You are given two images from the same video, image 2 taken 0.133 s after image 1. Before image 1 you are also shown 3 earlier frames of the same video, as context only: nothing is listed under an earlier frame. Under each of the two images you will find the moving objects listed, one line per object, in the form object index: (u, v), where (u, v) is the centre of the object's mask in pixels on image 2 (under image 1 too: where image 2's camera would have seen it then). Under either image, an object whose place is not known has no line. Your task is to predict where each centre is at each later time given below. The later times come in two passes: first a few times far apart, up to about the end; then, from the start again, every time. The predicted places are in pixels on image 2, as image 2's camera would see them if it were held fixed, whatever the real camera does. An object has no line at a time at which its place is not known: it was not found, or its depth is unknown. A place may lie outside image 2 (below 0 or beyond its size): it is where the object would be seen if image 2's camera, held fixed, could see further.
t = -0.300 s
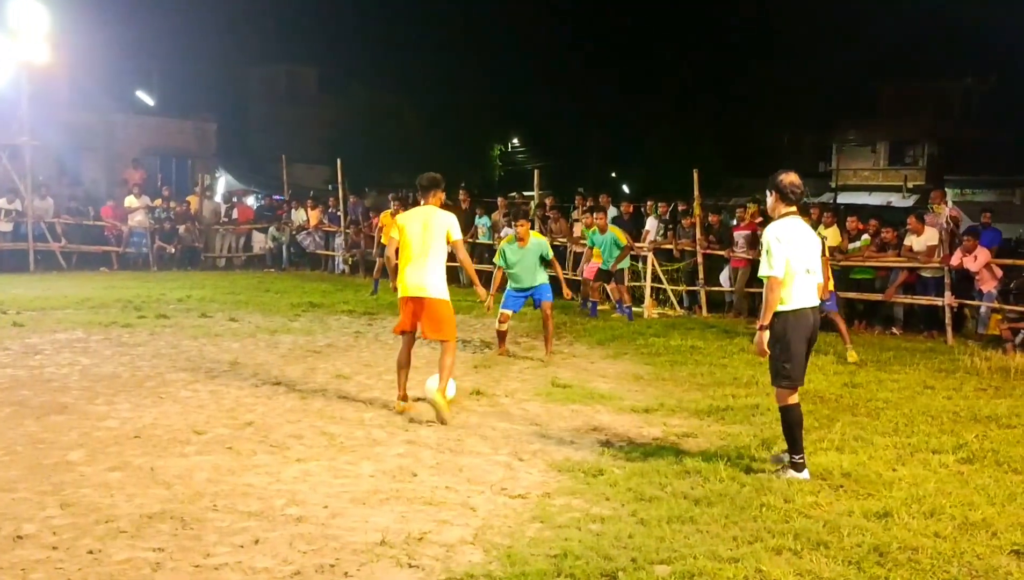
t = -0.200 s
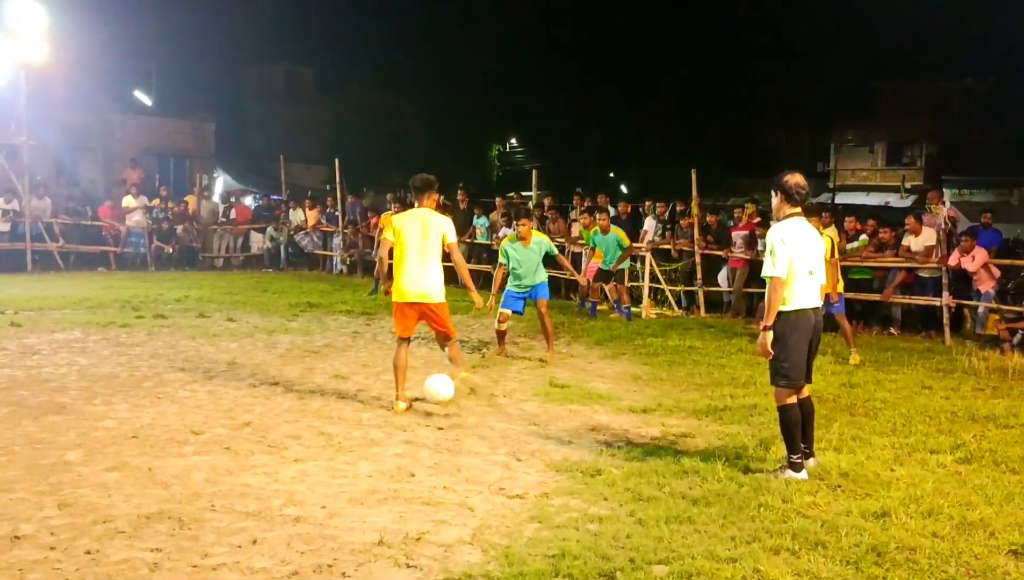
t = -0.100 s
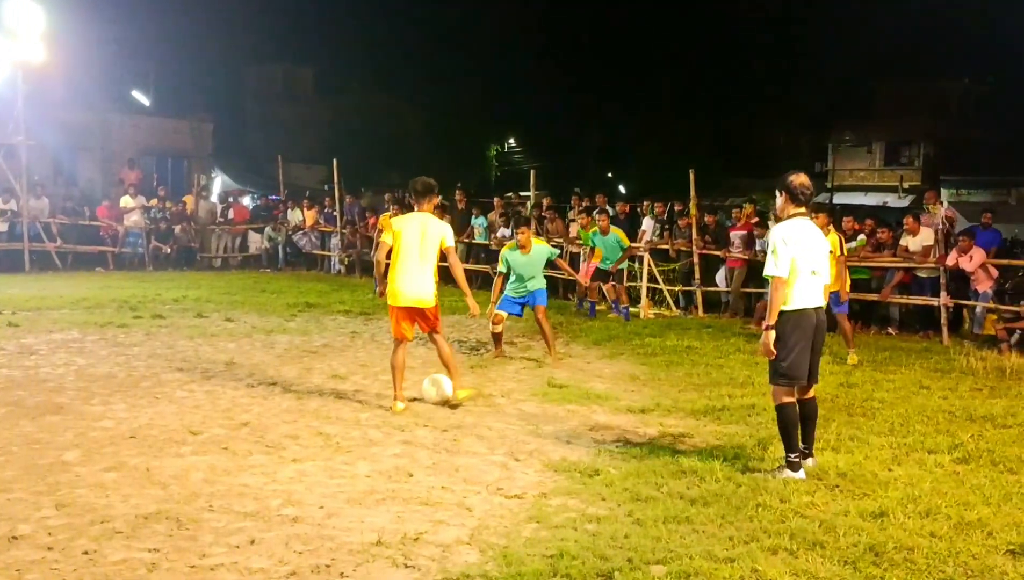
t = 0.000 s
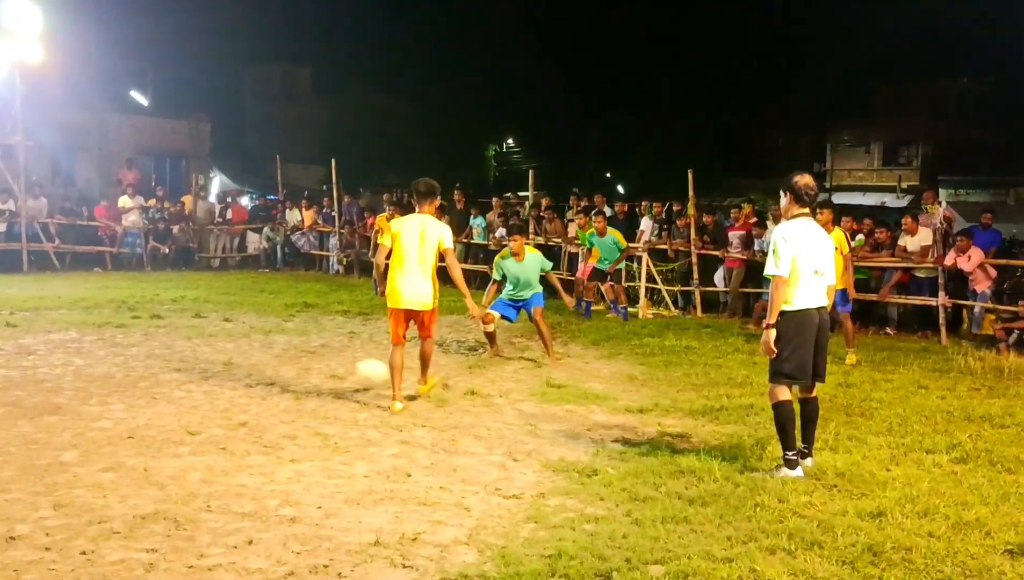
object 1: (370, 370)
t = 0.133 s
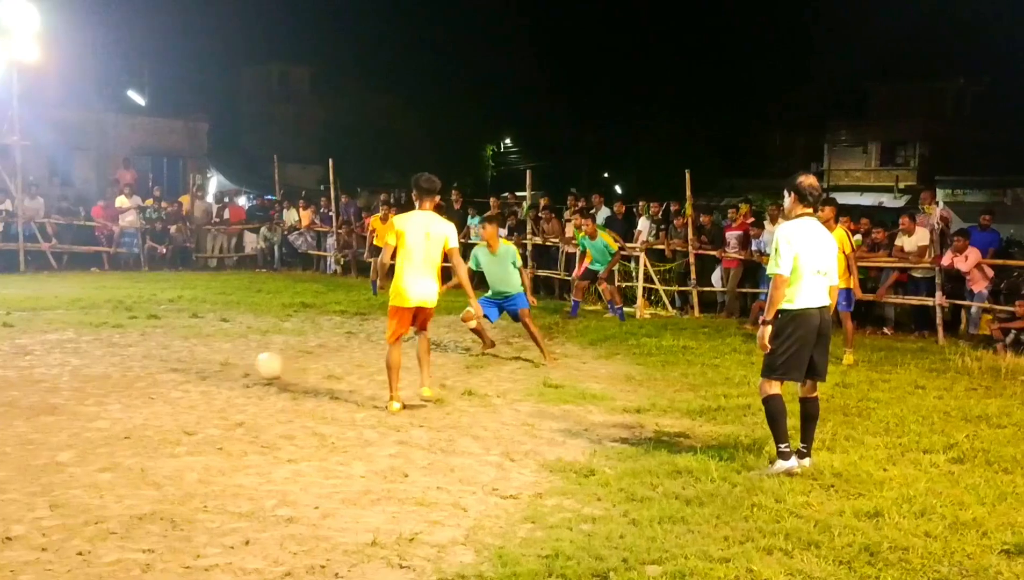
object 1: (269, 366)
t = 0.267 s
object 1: (206, 346)
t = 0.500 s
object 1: (120, 331)
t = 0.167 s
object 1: (251, 360)
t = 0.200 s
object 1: (237, 354)
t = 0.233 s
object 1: (222, 349)
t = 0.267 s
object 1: (206, 346)
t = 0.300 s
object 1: (192, 343)
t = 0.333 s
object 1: (178, 342)
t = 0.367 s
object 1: (165, 343)
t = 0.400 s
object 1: (151, 345)
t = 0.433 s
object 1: (140, 344)
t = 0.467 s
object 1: (129, 336)
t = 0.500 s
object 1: (120, 331)
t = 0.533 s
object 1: (110, 327)
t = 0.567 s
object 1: (100, 324)
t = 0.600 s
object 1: (91, 322)
